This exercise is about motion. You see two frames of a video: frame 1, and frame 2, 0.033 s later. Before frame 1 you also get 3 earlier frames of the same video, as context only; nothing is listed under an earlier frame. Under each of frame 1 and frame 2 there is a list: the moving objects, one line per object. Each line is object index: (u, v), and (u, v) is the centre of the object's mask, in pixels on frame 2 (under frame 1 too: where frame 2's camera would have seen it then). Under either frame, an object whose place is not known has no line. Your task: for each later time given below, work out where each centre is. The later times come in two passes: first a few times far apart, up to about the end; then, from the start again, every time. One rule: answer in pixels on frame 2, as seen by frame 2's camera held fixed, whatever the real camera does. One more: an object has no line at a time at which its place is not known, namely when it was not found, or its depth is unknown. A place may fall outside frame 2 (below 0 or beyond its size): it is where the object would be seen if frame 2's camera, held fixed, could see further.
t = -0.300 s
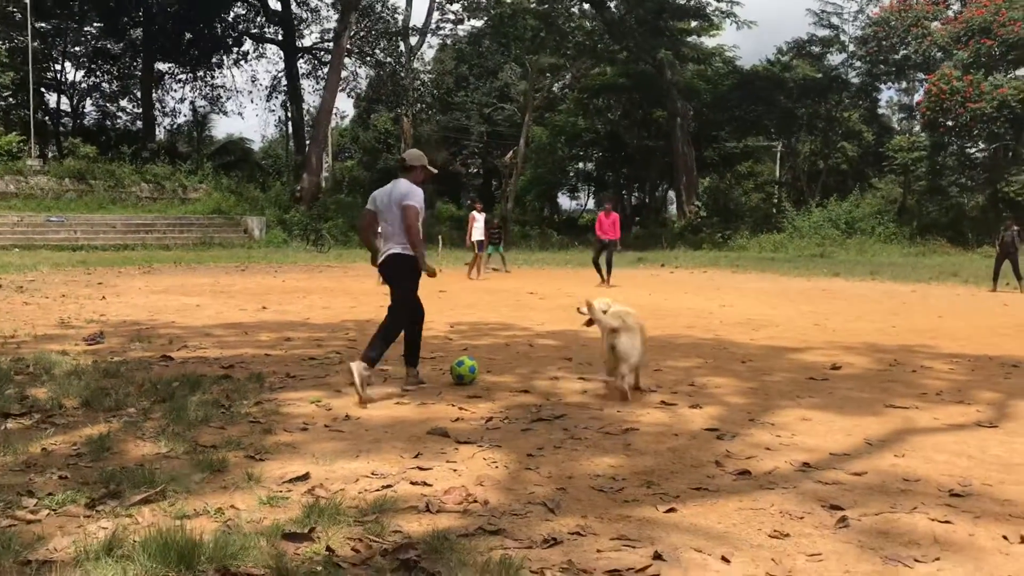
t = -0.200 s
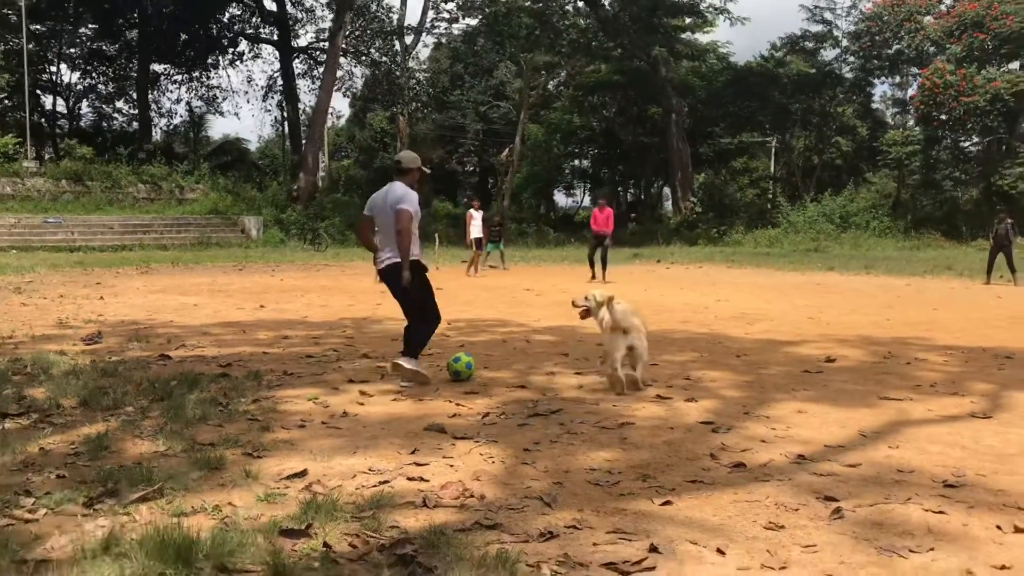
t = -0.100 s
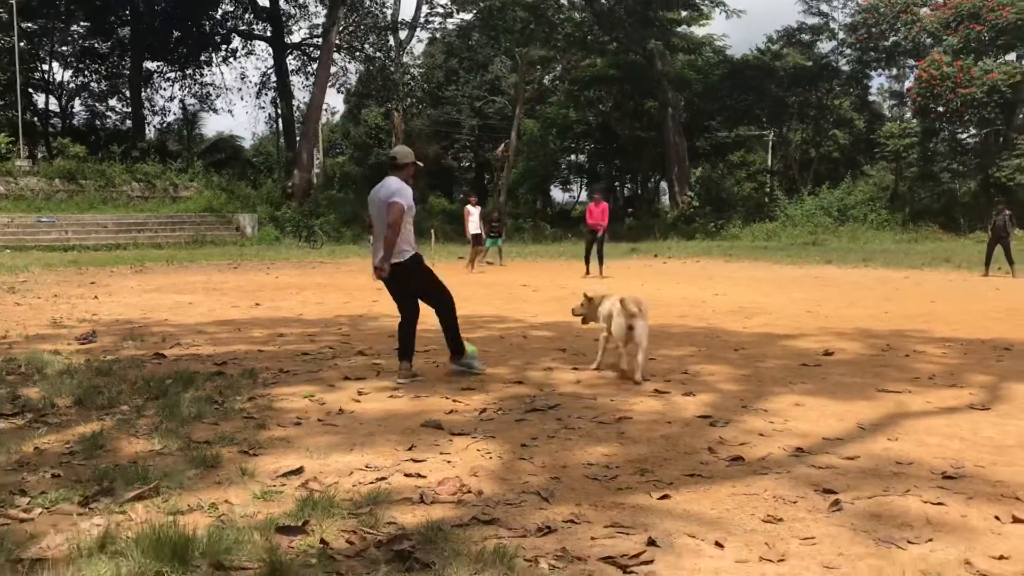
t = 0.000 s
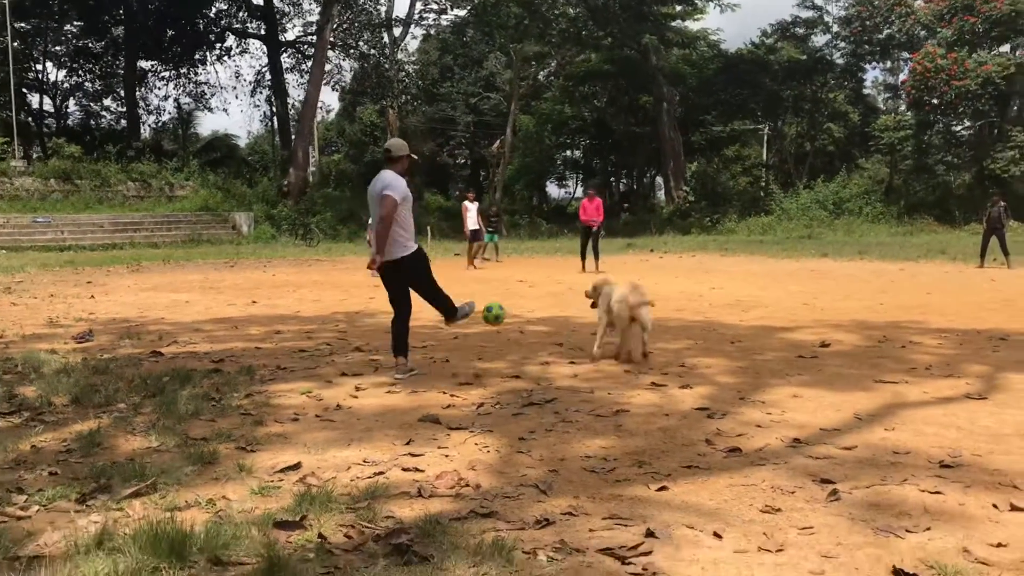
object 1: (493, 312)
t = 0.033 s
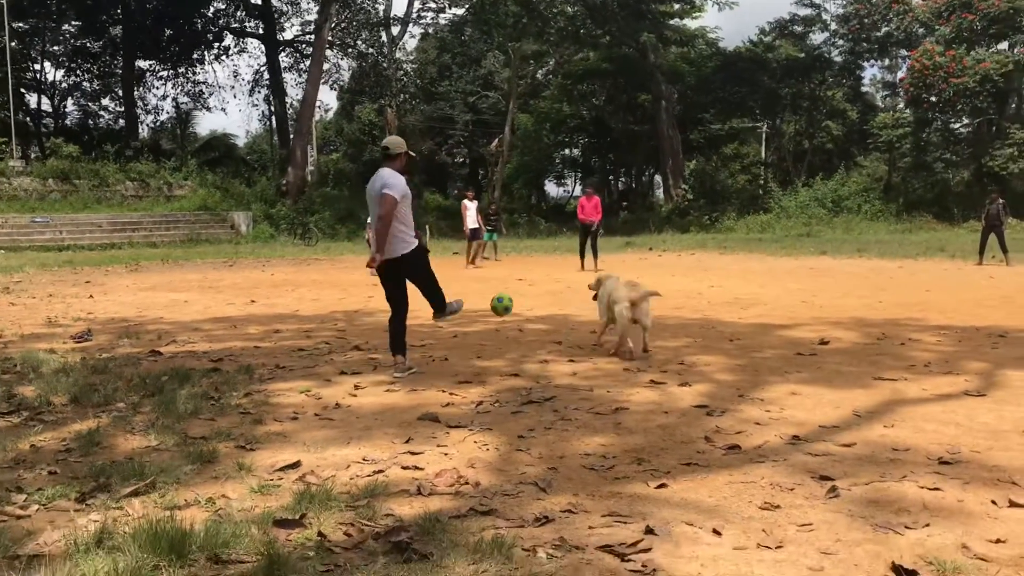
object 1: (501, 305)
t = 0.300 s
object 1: (550, 293)
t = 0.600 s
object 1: (574, 285)
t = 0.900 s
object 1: (591, 274)
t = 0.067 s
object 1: (510, 299)
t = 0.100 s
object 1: (517, 294)
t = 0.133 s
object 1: (523, 291)
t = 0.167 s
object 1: (529, 290)
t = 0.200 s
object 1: (535, 289)
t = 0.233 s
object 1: (540, 290)
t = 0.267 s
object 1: (545, 291)
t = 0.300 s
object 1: (550, 293)
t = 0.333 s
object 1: (553, 297)
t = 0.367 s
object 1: (557, 296)
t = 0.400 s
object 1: (559, 292)
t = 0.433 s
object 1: (563, 288)
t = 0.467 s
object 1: (565, 286)
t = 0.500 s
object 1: (567, 285)
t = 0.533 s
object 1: (570, 285)
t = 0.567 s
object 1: (572, 285)
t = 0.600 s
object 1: (574, 285)
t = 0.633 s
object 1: (577, 282)
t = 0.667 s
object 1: (578, 281)
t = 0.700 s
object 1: (580, 280)
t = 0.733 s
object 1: (582, 280)
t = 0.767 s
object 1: (584, 279)
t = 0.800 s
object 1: (586, 278)
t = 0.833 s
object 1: (587, 278)
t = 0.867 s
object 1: (589, 277)
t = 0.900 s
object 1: (591, 274)
